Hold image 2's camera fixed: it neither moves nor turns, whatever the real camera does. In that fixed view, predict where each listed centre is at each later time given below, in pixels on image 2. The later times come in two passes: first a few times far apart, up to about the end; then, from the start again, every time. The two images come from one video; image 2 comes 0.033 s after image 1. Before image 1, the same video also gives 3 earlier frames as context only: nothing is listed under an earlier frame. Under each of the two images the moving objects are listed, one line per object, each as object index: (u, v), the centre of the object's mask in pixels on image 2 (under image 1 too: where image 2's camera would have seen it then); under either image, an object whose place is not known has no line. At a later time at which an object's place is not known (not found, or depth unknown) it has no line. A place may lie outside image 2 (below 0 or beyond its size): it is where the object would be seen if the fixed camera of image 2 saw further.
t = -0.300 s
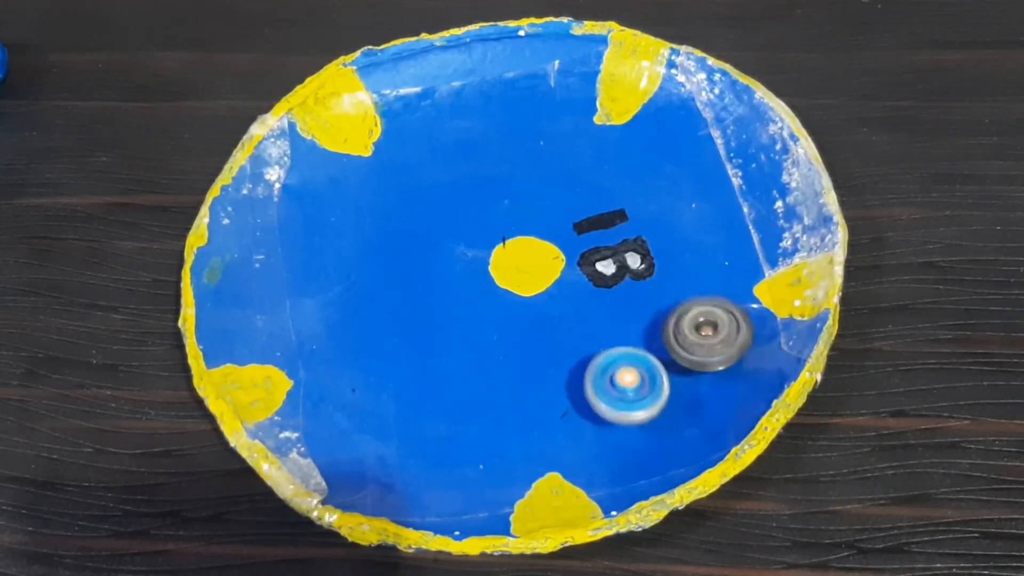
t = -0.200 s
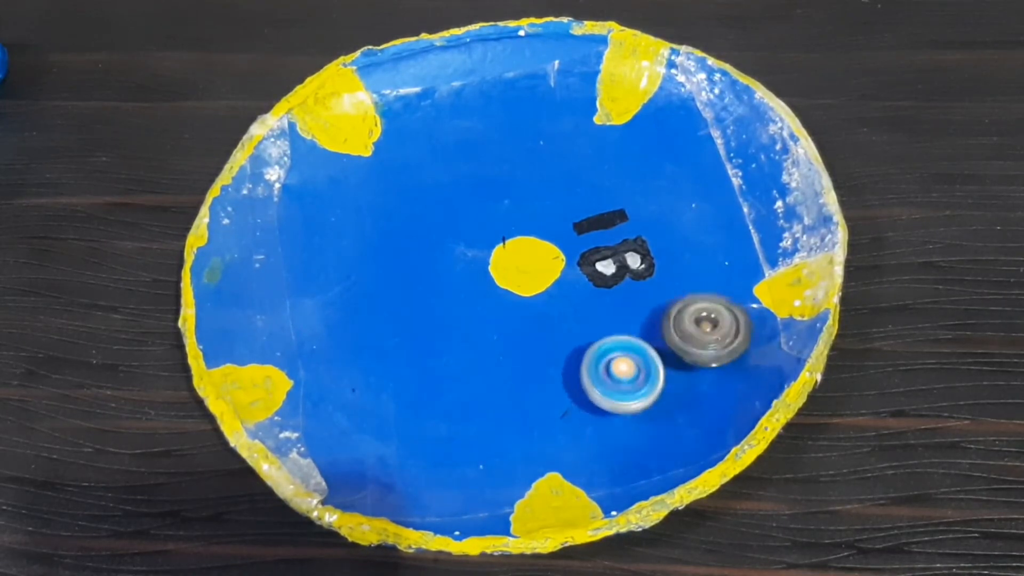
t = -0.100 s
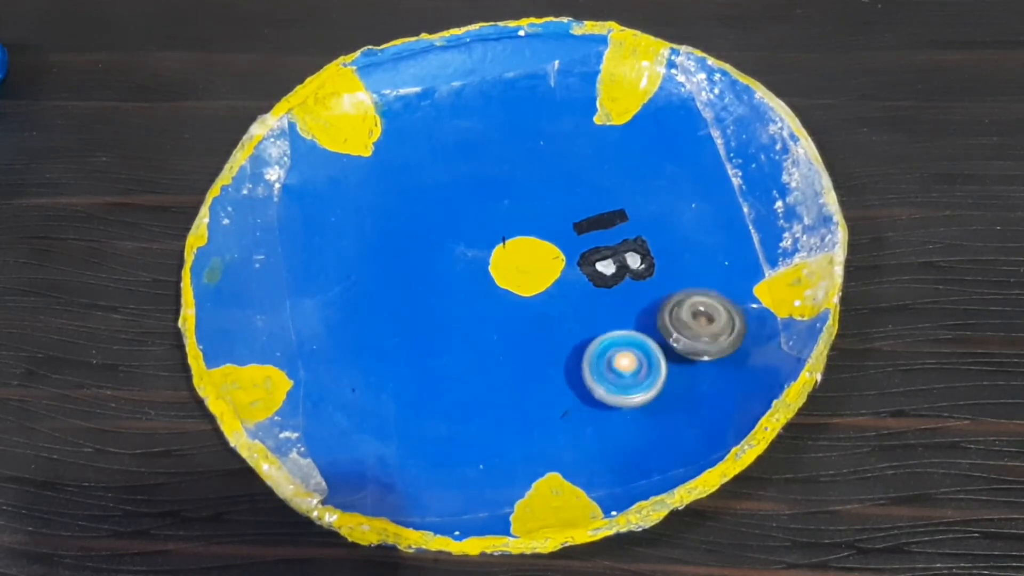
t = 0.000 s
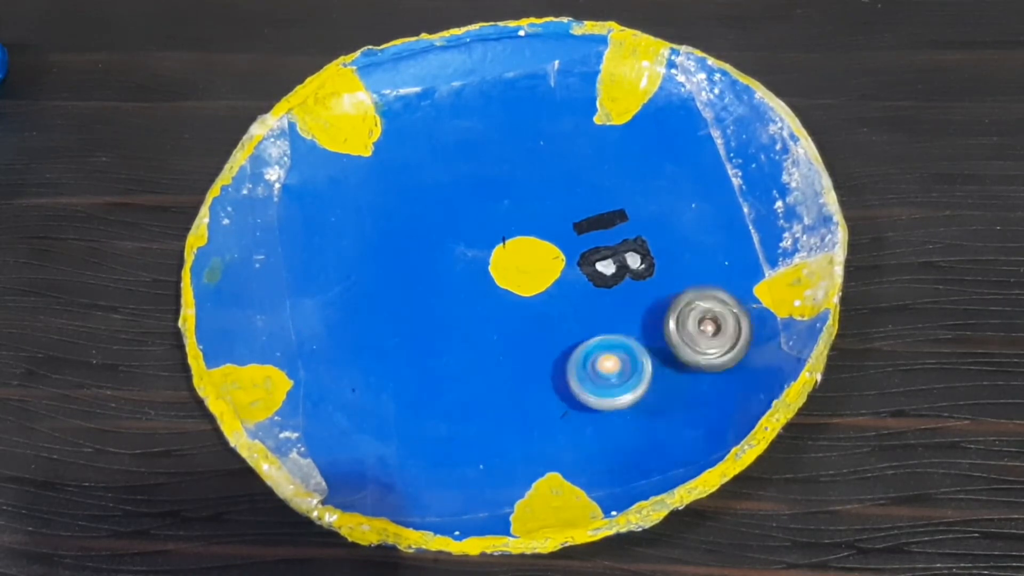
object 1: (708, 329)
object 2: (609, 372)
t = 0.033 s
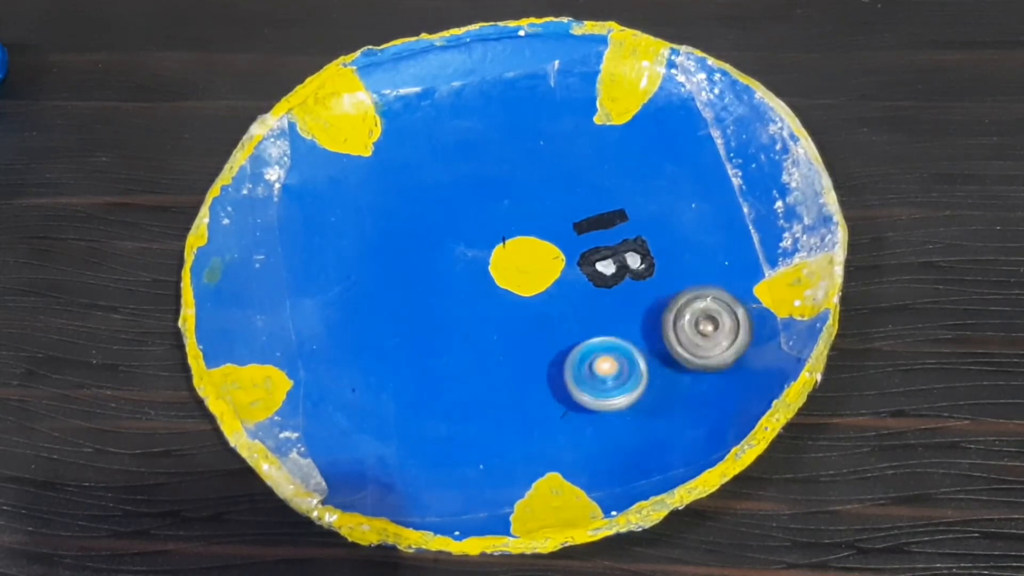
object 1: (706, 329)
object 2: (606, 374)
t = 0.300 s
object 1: (732, 313)
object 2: (578, 400)
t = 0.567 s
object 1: (713, 300)
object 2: (562, 428)
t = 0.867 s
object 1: (709, 290)
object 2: (544, 423)
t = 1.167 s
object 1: (725, 298)
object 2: (548, 422)
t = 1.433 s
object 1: (705, 301)
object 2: (579, 433)
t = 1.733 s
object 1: (695, 300)
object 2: (600, 406)
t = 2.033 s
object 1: (706, 317)
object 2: (620, 413)
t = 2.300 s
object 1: (693, 327)
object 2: (632, 401)
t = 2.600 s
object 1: (713, 321)
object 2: (610, 393)
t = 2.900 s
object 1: (737, 305)
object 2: (602, 407)
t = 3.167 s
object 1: (715, 284)
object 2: (595, 406)
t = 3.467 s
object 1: (728, 278)
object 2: (589, 412)
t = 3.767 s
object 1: (691, 282)
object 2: (585, 413)
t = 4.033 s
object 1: (689, 289)
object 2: (577, 418)
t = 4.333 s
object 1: (683, 331)
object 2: (576, 408)
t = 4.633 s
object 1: (643, 340)
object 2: (569, 412)
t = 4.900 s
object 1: (641, 335)
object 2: (559, 410)
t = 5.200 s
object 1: (634, 361)
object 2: (556, 415)
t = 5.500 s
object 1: (626, 393)
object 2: (529, 433)
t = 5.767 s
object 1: (625, 389)
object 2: (523, 416)
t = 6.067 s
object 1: (632, 406)
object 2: (456, 452)
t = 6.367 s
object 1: (615, 423)
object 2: (510, 455)
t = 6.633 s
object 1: (617, 418)
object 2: (490, 410)
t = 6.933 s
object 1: (617, 417)
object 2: (459, 446)
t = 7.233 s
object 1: (617, 417)
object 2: (459, 425)
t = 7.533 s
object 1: (616, 417)
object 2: (493, 408)
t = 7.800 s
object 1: (616, 417)
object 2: (524, 426)
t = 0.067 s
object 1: (708, 325)
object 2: (602, 377)
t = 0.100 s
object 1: (714, 323)
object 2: (598, 380)
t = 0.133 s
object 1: (721, 322)
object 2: (594, 382)
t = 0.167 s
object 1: (722, 322)
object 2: (593, 385)
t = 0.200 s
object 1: (725, 320)
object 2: (589, 388)
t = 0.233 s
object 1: (727, 318)
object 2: (585, 392)
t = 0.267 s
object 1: (731, 315)
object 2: (581, 396)
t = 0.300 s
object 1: (732, 313)
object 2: (578, 400)
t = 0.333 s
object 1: (731, 311)
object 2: (575, 405)
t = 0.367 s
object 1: (727, 308)
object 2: (573, 409)
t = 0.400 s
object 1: (726, 307)
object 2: (570, 414)
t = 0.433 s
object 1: (725, 306)
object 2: (568, 419)
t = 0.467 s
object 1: (721, 305)
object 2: (567, 420)
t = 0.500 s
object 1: (716, 302)
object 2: (567, 422)
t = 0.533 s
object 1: (714, 301)
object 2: (565, 426)
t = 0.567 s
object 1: (713, 300)
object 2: (562, 428)
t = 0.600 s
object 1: (710, 299)
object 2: (561, 426)
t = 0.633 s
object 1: (705, 298)
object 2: (562, 426)
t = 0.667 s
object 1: (702, 294)
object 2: (559, 426)
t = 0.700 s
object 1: (702, 293)
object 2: (555, 426)
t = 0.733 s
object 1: (701, 292)
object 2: (552, 425)
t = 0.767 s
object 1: (702, 290)
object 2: (552, 425)
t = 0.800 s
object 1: (704, 288)
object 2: (550, 425)
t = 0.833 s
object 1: (708, 289)
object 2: (547, 425)
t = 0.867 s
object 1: (709, 290)
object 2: (544, 423)
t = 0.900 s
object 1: (711, 291)
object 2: (547, 420)
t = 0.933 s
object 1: (712, 291)
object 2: (548, 421)
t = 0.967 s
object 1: (715, 291)
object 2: (546, 420)
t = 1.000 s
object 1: (719, 292)
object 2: (546, 418)
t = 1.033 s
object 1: (722, 294)
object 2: (548, 418)
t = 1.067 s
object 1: (722, 295)
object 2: (547, 418)
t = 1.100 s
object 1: (722, 295)
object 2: (549, 419)
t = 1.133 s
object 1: (725, 296)
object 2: (548, 421)
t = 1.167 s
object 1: (725, 298)
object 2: (548, 422)
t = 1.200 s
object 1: (723, 299)
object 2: (551, 425)
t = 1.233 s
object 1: (722, 300)
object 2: (556, 430)
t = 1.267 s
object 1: (720, 299)
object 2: (557, 433)
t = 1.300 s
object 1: (717, 300)
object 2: (560, 433)
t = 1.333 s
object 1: (715, 300)
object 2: (564, 433)
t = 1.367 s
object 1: (713, 300)
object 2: (570, 433)
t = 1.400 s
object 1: (709, 300)
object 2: (574, 434)
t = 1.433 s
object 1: (705, 301)
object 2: (579, 433)
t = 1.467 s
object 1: (701, 300)
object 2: (583, 431)
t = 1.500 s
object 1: (698, 301)
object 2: (587, 428)
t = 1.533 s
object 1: (696, 302)
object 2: (590, 425)
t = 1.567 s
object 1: (691, 302)
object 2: (592, 421)
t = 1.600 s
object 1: (690, 299)
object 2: (595, 418)
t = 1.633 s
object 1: (693, 299)
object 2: (595, 415)
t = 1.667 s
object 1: (693, 301)
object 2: (596, 412)
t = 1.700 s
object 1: (693, 301)
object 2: (596, 409)
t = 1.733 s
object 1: (695, 300)
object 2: (600, 406)
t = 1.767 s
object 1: (700, 305)
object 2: (600, 407)
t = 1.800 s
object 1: (701, 310)
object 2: (601, 406)
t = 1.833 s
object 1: (698, 310)
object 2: (601, 406)
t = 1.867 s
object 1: (699, 309)
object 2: (605, 407)
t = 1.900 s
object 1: (704, 310)
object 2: (607, 410)
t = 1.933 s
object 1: (707, 314)
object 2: (608, 411)
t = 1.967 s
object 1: (707, 319)
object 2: (611, 411)
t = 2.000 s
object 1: (705, 318)
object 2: (615, 411)
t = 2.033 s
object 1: (706, 317)
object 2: (620, 413)
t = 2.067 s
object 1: (708, 318)
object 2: (620, 414)
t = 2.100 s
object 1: (708, 321)
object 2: (623, 413)
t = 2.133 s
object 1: (701, 324)
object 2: (627, 411)
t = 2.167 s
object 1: (698, 324)
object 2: (630, 410)
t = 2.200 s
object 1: (698, 323)
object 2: (629, 409)
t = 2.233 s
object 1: (699, 323)
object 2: (629, 405)
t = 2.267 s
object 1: (697, 326)
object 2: (631, 403)
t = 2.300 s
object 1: (693, 327)
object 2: (632, 401)
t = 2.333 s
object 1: (686, 325)
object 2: (630, 400)
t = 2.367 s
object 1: (686, 323)
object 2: (628, 397)
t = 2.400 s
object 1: (690, 323)
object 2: (628, 393)
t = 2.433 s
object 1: (689, 326)
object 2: (627, 389)
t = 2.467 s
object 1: (689, 326)
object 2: (626, 388)
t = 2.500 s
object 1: (694, 325)
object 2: (620, 392)
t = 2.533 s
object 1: (699, 328)
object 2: (615, 393)
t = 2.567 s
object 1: (705, 325)
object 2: (613, 394)
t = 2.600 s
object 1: (713, 321)
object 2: (610, 393)
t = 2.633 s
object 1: (719, 323)
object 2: (610, 394)
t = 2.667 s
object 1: (723, 322)
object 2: (609, 395)
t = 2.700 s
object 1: (730, 317)
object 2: (608, 395)
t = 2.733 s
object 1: (736, 315)
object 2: (608, 397)
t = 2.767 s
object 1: (737, 314)
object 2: (605, 396)
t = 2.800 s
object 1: (737, 312)
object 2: (605, 397)
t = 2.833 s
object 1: (736, 310)
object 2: (604, 399)
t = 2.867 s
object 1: (737, 307)
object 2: (604, 404)
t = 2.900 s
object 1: (737, 305)
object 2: (602, 407)
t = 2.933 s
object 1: (732, 303)
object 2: (599, 407)
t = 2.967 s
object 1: (728, 301)
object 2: (599, 406)
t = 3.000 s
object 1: (724, 296)
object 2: (600, 407)
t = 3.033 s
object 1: (719, 293)
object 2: (601, 409)
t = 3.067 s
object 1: (717, 290)
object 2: (598, 411)
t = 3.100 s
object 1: (715, 286)
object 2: (594, 410)
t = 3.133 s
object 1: (714, 284)
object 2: (594, 407)
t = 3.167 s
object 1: (715, 284)
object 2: (595, 406)
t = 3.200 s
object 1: (716, 284)
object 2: (596, 407)
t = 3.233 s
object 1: (718, 283)
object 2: (594, 409)
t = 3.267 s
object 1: (722, 279)
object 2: (591, 408)
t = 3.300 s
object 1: (724, 278)
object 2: (590, 406)
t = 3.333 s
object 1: (728, 279)
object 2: (590, 404)
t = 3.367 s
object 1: (729, 281)
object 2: (593, 405)
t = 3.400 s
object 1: (728, 280)
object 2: (593, 408)
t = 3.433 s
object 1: (728, 279)
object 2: (591, 411)
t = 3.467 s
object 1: (728, 278)
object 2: (589, 412)
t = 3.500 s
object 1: (728, 276)
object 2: (588, 411)
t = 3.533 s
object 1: (726, 277)
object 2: (590, 411)
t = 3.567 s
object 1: (721, 281)
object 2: (592, 413)
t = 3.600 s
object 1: (712, 282)
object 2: (590, 418)
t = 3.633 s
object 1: (706, 281)
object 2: (586, 421)
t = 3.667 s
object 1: (700, 281)
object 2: (580, 421)
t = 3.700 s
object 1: (698, 281)
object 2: (578, 416)
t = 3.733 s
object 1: (694, 281)
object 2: (581, 414)
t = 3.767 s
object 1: (691, 282)
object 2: (585, 413)
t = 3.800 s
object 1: (689, 282)
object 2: (590, 414)
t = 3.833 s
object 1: (687, 280)
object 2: (591, 419)
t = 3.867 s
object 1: (688, 279)
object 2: (590, 422)
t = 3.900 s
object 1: (689, 278)
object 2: (586, 426)
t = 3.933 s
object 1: (691, 279)
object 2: (581, 426)
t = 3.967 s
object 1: (690, 283)
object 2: (578, 425)
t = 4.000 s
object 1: (688, 288)
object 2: (576, 422)
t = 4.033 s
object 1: (689, 289)
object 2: (577, 418)
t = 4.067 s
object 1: (695, 290)
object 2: (580, 416)
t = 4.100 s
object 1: (699, 295)
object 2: (583, 415)
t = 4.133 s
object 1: (700, 301)
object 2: (586, 416)
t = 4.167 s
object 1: (695, 307)
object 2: (586, 418)
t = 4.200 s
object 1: (693, 310)
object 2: (583, 418)
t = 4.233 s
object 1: (695, 315)
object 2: (580, 417)
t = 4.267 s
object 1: (696, 322)
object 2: (575, 414)
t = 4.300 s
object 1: (692, 327)
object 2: (574, 409)
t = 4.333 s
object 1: (683, 331)
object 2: (576, 408)
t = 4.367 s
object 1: (679, 333)
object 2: (577, 408)
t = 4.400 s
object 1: (676, 337)
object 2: (577, 410)
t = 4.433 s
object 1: (672, 340)
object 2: (575, 413)
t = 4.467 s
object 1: (668, 341)
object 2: (572, 414)
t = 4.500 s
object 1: (663, 341)
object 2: (570, 414)
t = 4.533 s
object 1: (661, 339)
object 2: (568, 414)
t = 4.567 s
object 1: (658, 340)
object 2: (567, 413)
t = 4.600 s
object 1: (650, 341)
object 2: (568, 412)
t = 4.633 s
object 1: (643, 340)
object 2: (569, 412)
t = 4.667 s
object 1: (637, 336)
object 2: (570, 412)
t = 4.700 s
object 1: (639, 332)
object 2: (571, 413)
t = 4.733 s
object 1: (640, 331)
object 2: (569, 414)
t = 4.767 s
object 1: (645, 335)
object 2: (566, 415)
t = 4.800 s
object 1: (644, 342)
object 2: (563, 416)
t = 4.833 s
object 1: (640, 343)
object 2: (560, 414)
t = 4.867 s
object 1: (639, 339)
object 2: (559, 411)
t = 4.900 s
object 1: (641, 335)
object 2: (559, 410)
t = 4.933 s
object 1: (644, 334)
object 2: (561, 410)
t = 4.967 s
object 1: (646, 336)
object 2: (562, 412)
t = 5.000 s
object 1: (648, 340)
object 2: (561, 415)
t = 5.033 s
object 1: (645, 345)
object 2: (559, 417)
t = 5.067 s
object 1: (639, 349)
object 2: (557, 418)
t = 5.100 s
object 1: (634, 349)
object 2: (555, 418)
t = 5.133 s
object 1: (633, 350)
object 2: (554, 416)
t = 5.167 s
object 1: (635, 355)
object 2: (555, 416)
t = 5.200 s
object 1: (634, 361)
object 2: (556, 415)
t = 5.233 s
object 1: (630, 366)
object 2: (558, 415)
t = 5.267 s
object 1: (627, 369)
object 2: (559, 418)
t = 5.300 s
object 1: (631, 371)
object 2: (557, 425)
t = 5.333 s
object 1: (633, 374)
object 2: (554, 433)
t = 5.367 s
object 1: (635, 380)
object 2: (548, 439)
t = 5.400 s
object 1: (633, 388)
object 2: (540, 441)
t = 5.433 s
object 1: (630, 392)
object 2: (535, 441)
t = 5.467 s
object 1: (626, 393)
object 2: (530, 438)
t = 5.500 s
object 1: (626, 393)
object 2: (529, 433)
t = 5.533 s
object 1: (629, 393)
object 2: (529, 427)
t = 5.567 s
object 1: (630, 394)
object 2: (531, 424)
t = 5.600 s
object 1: (631, 393)
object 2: (533, 422)
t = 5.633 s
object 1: (630, 393)
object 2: (534, 421)
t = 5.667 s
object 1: (628, 392)
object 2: (535, 419)
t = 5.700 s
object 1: (623, 393)
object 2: (535, 418)
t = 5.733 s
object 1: (620, 391)
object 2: (533, 419)
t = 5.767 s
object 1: (625, 389)
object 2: (523, 416)
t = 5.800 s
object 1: (630, 394)
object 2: (515, 415)
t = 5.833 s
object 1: (633, 400)
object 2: (508, 414)
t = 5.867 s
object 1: (633, 405)
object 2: (498, 412)
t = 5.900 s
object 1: (632, 406)
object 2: (487, 413)
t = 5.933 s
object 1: (629, 406)
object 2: (476, 416)
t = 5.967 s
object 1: (630, 404)
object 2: (462, 425)
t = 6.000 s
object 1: (631, 404)
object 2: (454, 434)
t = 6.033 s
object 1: (632, 405)
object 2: (453, 444)
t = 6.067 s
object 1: (632, 406)
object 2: (456, 452)
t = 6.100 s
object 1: (630, 407)
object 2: (462, 457)
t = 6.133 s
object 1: (628, 407)
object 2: (468, 459)
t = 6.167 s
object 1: (627, 409)
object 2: (474, 461)
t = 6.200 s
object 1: (624, 412)
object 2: (479, 462)
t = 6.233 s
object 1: (621, 416)
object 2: (484, 462)
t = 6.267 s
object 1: (617, 420)
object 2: (490, 462)
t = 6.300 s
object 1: (616, 421)
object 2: (496, 461)
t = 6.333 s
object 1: (615, 423)
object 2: (503, 459)
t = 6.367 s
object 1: (615, 423)
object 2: (510, 455)
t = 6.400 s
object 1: (615, 423)
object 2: (517, 449)
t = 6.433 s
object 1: (615, 422)
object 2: (523, 439)
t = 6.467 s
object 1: (616, 420)
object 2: (523, 429)
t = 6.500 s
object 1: (617, 417)
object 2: (518, 420)
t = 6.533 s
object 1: (619, 415)
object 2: (512, 414)
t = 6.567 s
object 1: (620, 414)
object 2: (504, 411)
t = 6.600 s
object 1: (619, 415)
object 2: (497, 410)
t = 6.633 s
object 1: (617, 418)
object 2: (490, 410)
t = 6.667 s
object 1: (616, 419)
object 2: (484, 411)
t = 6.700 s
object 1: (616, 418)
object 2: (477, 412)
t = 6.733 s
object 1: (617, 416)
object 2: (471, 415)
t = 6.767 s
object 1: (617, 417)
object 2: (465, 419)
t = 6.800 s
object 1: (617, 417)
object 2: (460, 425)
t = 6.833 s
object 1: (617, 417)
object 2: (457, 432)
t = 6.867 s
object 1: (617, 417)
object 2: (456, 438)
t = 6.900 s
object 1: (617, 417)
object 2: (457, 442)
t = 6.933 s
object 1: (617, 417)
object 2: (459, 446)
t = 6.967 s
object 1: (617, 417)
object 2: (460, 447)
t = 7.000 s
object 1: (617, 417)
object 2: (460, 448)
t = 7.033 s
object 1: (617, 417)
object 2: (460, 448)
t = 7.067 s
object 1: (617, 417)
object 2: (459, 447)
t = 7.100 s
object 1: (617, 417)
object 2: (458, 445)
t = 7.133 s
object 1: (617, 417)
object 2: (457, 442)
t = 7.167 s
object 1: (617, 417)
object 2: (456, 437)
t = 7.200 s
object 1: (617, 417)
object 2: (457, 431)
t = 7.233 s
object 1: (617, 417)
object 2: (459, 425)
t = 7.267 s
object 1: (617, 417)
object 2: (463, 420)
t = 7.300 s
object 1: (617, 417)
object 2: (468, 416)
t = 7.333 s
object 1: (617, 417)
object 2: (472, 414)
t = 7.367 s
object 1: (617, 417)
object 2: (475, 412)
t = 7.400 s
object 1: (617, 417)
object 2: (479, 411)
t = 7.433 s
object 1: (616, 417)
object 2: (484, 409)
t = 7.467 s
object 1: (616, 417)
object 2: (487, 409)
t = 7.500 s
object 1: (616, 417)
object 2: (490, 408)
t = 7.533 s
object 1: (616, 417)
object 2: (493, 408)
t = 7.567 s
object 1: (616, 417)
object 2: (497, 408)
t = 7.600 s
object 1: (616, 417)
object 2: (500, 409)
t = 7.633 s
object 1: (616, 417)
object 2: (503, 409)
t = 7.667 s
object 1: (616, 417)
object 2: (508, 411)
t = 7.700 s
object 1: (616, 417)
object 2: (513, 413)
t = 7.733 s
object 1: (616, 417)
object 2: (517, 416)
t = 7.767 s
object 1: (616, 417)
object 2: (521, 420)
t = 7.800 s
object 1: (616, 417)
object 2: (524, 426)
